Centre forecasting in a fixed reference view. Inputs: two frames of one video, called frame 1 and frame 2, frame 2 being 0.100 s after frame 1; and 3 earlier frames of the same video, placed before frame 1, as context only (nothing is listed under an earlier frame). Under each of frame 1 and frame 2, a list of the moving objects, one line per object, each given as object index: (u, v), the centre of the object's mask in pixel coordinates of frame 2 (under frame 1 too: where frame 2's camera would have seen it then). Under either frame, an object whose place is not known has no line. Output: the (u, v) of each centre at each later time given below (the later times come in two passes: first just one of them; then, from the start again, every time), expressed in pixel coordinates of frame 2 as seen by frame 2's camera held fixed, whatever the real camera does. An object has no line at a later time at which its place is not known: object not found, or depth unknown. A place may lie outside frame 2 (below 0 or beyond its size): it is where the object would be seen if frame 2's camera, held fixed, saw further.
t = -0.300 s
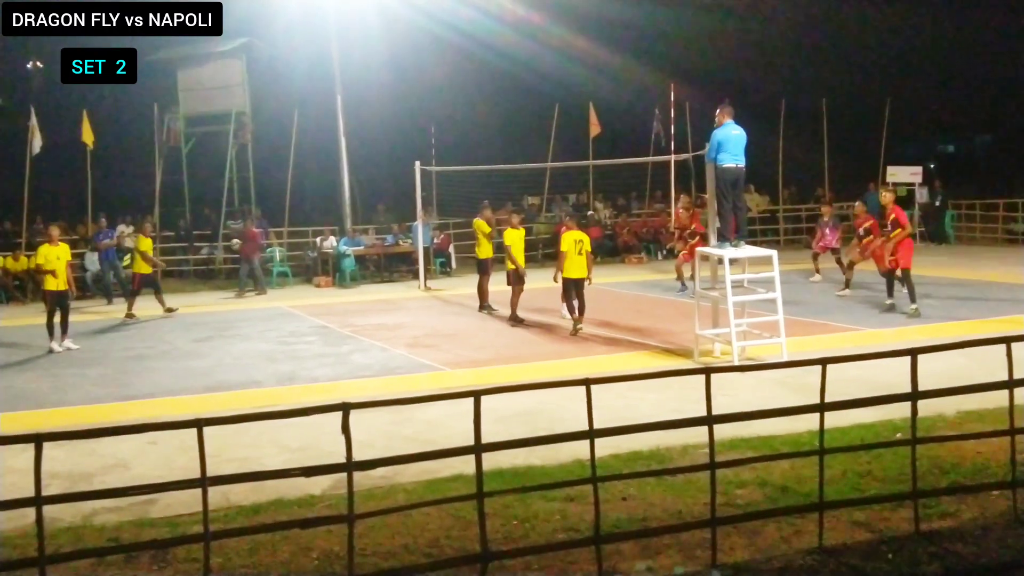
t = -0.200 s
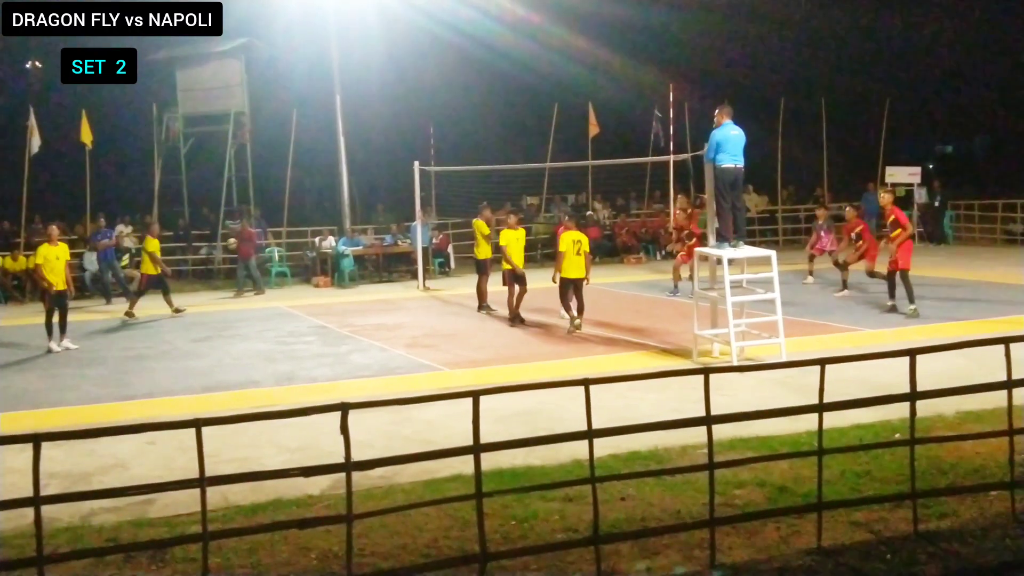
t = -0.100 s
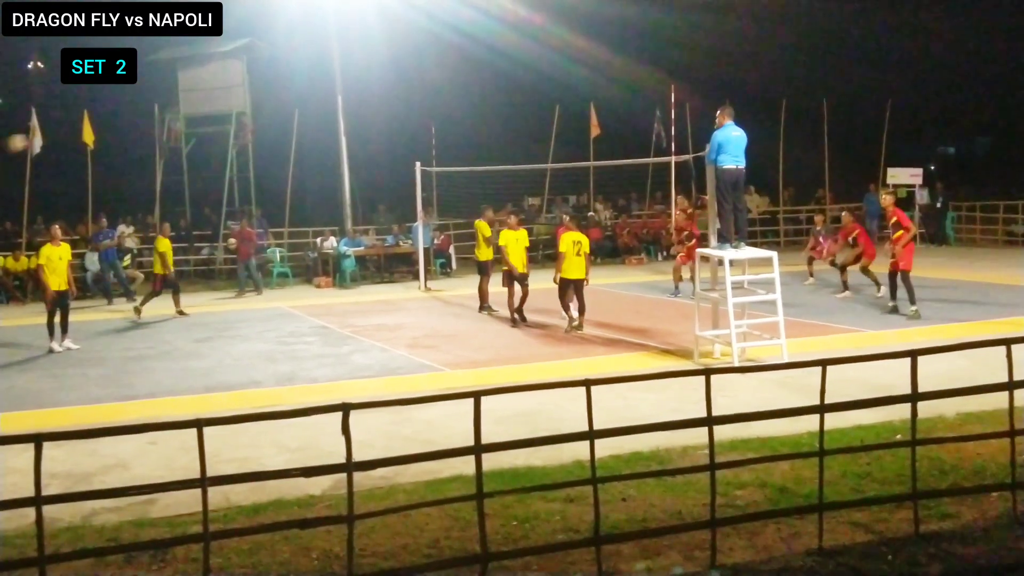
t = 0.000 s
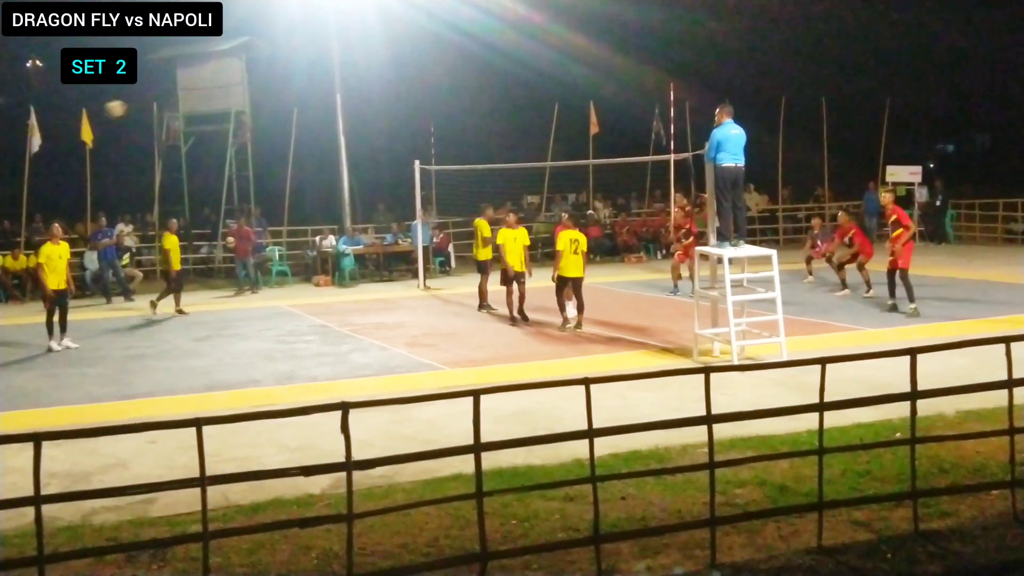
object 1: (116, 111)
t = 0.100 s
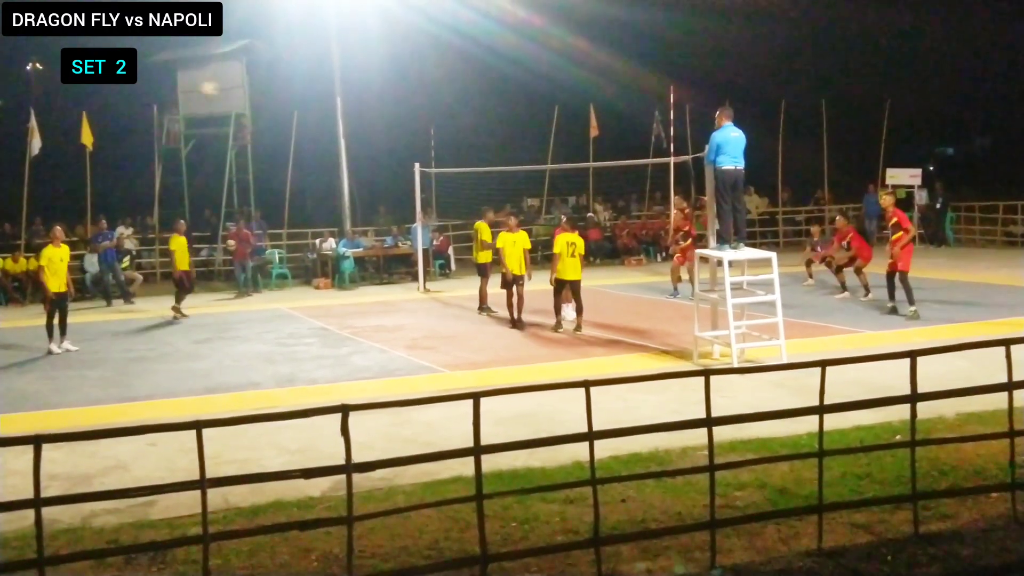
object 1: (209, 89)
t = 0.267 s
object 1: (350, 71)
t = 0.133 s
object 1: (239, 83)
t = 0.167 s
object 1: (267, 79)
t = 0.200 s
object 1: (295, 76)
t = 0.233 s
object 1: (323, 73)
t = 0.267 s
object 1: (350, 71)
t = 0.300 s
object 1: (377, 70)
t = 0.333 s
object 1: (402, 70)
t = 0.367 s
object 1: (426, 70)
